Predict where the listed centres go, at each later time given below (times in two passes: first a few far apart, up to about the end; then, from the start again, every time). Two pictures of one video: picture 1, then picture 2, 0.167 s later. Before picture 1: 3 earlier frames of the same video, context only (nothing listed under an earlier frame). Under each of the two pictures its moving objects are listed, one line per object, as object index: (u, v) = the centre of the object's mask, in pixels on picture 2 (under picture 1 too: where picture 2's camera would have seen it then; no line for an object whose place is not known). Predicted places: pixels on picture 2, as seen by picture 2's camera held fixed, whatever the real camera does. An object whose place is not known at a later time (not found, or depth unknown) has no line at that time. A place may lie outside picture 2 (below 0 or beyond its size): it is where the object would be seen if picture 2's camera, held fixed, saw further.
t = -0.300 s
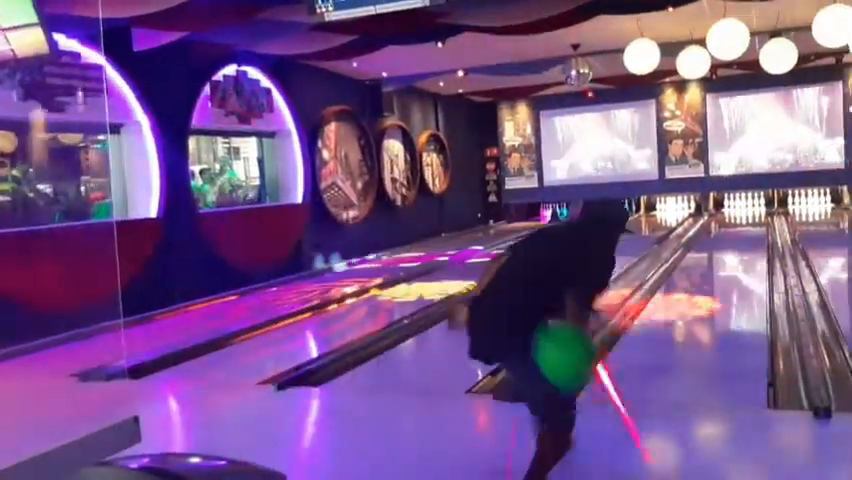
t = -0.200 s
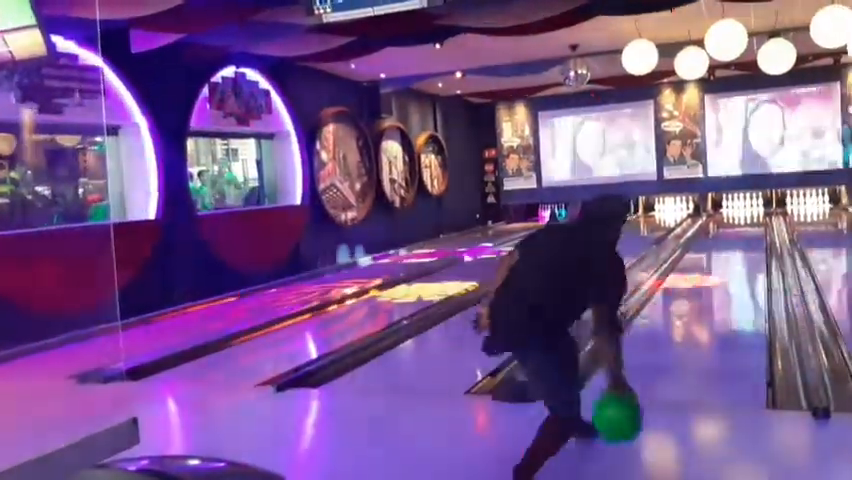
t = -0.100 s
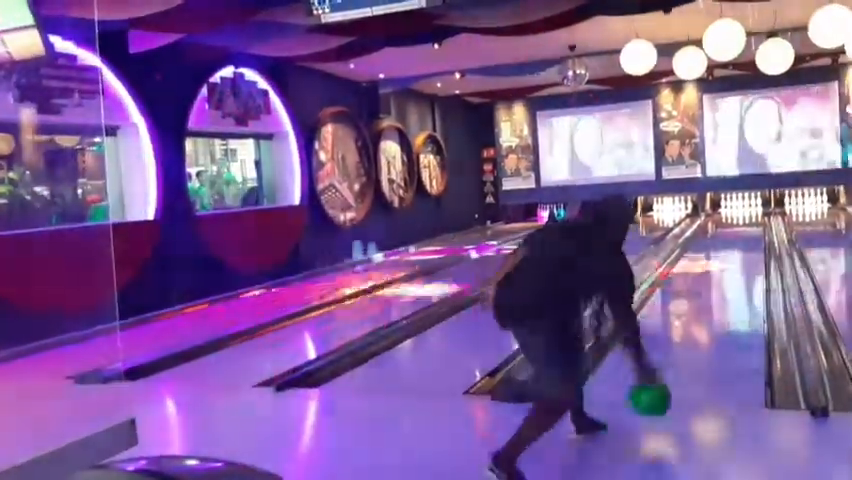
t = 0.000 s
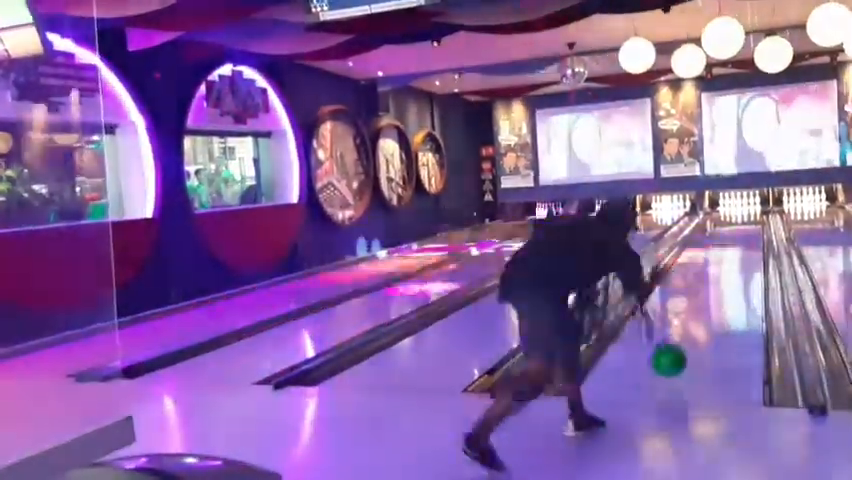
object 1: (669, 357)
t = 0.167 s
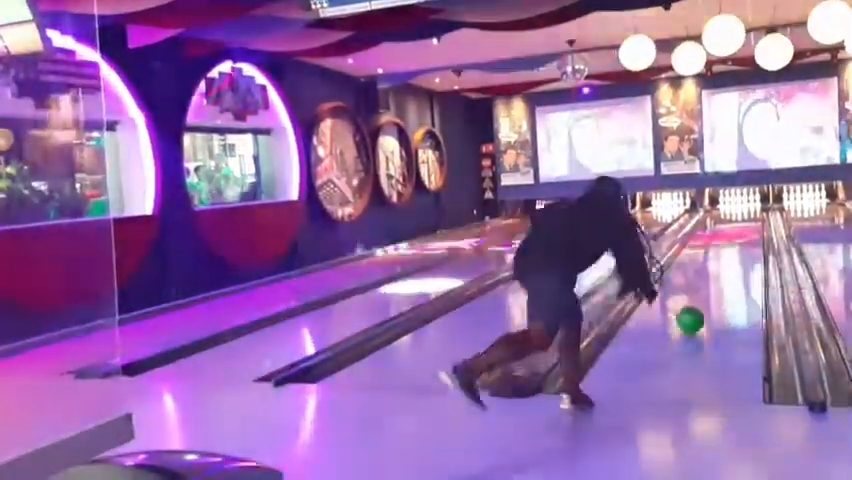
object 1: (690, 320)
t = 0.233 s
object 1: (697, 307)
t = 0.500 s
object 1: (713, 269)
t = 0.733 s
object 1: (722, 250)
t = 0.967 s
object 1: (729, 235)
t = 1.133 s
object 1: (730, 228)
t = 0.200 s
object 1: (693, 314)
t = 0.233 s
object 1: (697, 307)
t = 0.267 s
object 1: (698, 301)
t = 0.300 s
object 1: (700, 297)
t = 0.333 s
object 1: (704, 291)
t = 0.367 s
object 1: (706, 285)
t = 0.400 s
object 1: (709, 280)
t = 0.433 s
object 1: (710, 276)
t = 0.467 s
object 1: (711, 272)
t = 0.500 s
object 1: (713, 269)
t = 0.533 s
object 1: (714, 265)
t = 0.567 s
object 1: (715, 262)
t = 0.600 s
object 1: (717, 259)
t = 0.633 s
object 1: (718, 256)
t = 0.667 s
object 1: (719, 254)
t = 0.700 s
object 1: (721, 251)
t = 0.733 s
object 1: (722, 250)
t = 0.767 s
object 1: (724, 248)
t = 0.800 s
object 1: (725, 245)
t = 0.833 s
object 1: (726, 243)
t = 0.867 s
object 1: (726, 242)
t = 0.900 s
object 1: (727, 240)
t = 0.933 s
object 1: (728, 239)
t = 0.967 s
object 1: (729, 235)
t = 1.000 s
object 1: (730, 232)
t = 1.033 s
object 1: (730, 229)
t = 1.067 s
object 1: (730, 229)
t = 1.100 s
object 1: (730, 229)
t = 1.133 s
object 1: (730, 228)
